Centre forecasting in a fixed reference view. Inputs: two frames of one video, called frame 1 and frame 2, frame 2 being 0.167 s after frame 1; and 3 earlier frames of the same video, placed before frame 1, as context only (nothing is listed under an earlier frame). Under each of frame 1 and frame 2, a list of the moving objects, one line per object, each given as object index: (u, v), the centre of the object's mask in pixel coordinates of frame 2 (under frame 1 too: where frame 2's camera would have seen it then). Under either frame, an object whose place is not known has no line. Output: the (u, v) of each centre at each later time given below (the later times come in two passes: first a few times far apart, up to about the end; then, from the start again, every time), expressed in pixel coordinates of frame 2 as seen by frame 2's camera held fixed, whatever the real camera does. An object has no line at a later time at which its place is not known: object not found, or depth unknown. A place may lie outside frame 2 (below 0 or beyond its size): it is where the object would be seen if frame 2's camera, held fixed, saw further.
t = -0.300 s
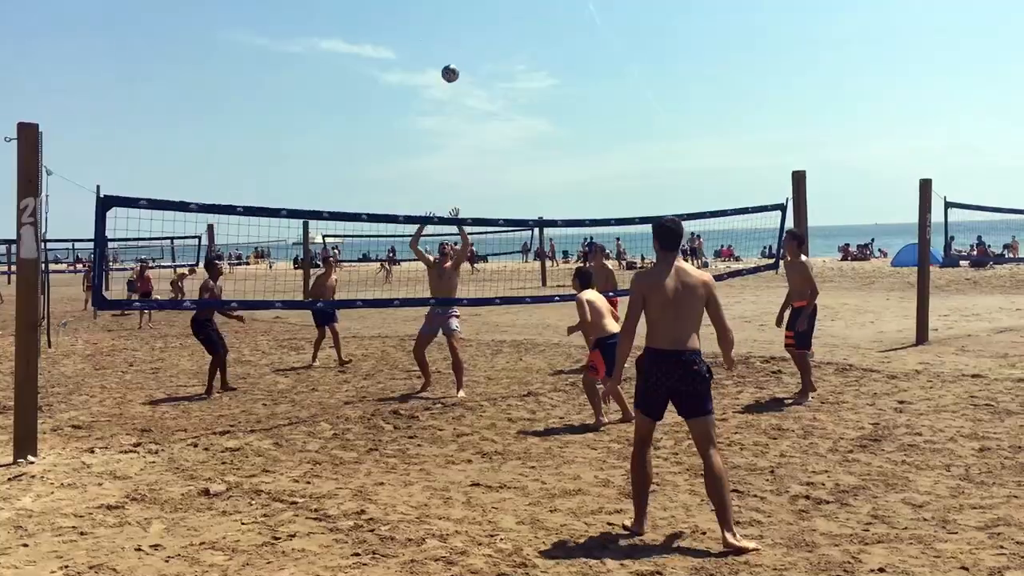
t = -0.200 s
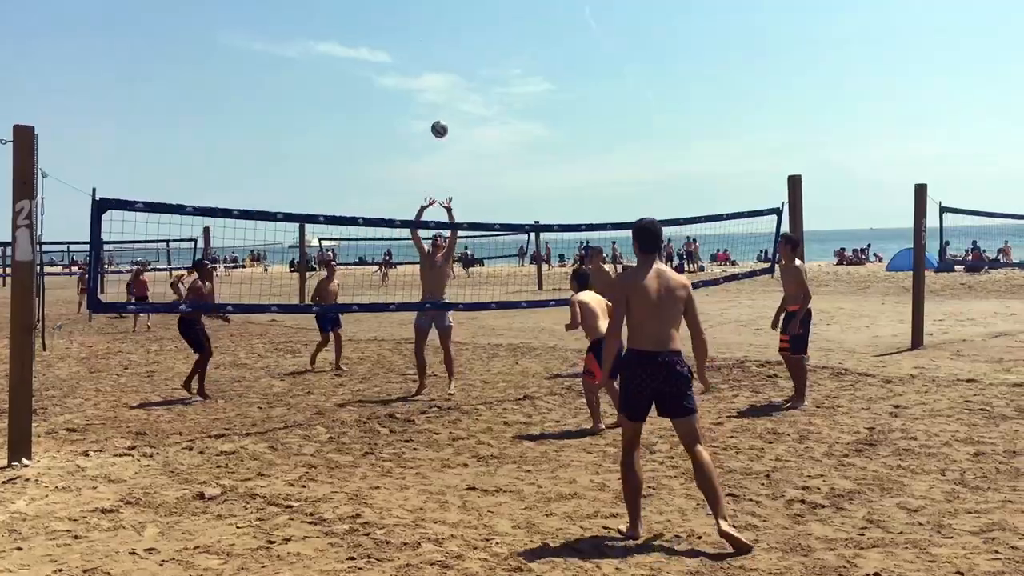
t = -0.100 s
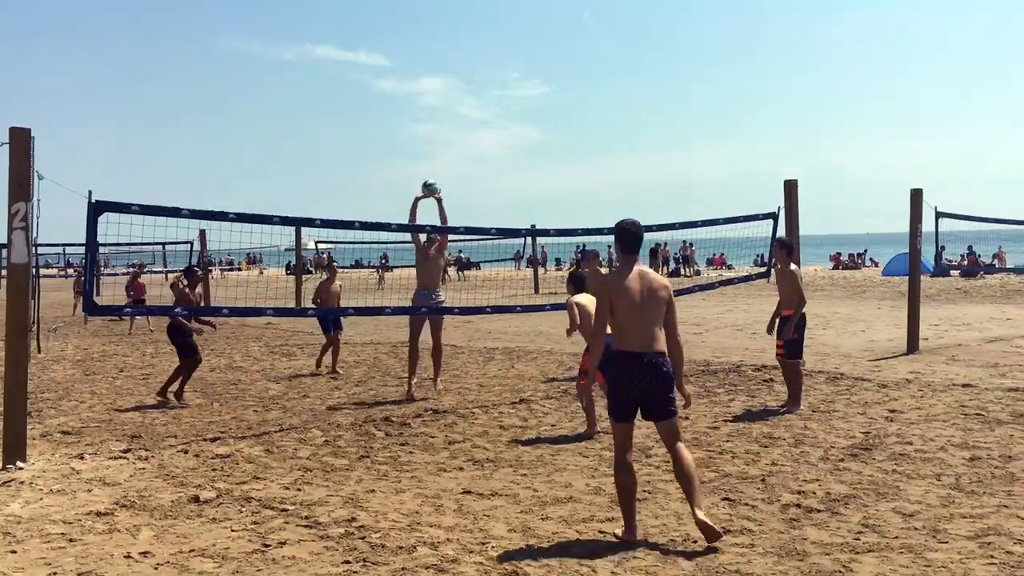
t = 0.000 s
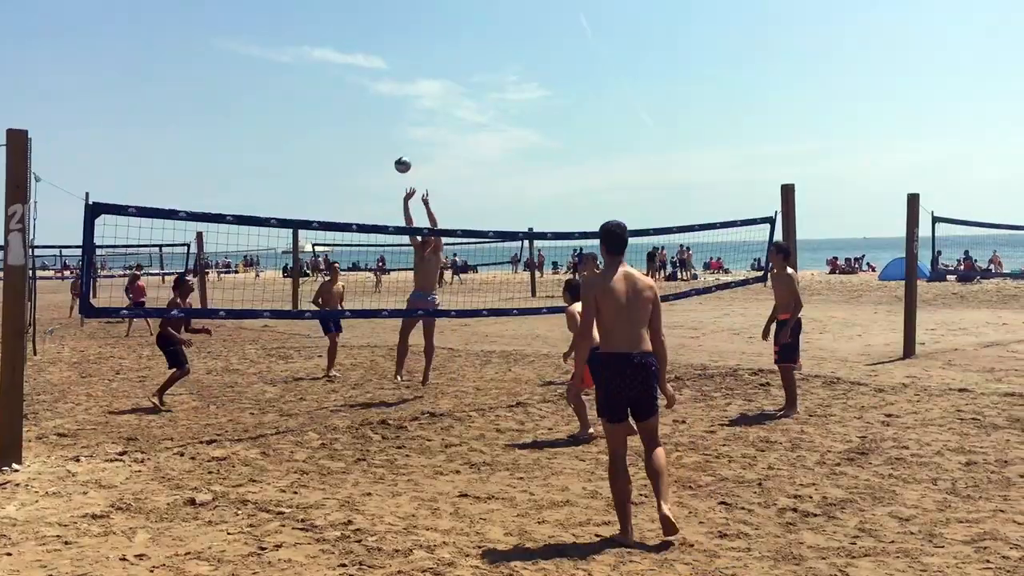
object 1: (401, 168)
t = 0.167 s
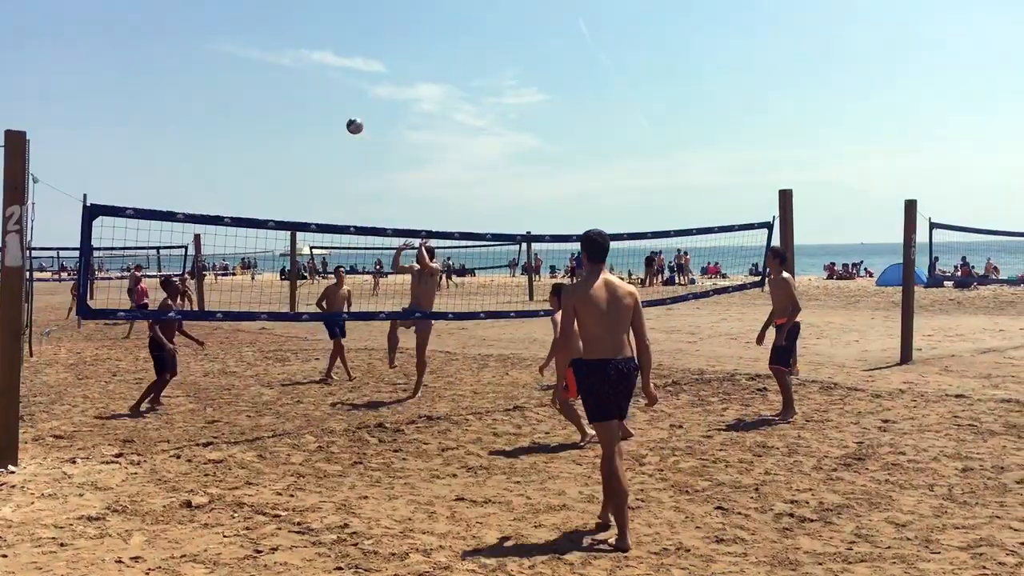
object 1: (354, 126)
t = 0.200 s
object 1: (345, 120)
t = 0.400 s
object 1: (292, 105)
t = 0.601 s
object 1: (241, 121)
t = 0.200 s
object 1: (345, 120)
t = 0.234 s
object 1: (336, 115)
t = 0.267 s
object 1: (327, 111)
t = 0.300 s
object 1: (318, 108)
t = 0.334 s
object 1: (310, 106)
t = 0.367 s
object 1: (301, 105)
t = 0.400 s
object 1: (292, 105)
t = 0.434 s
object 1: (283, 105)
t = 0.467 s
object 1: (275, 107)
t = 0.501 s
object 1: (266, 109)
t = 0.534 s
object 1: (258, 112)
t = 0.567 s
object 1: (249, 116)
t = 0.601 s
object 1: (241, 121)
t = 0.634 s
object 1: (232, 126)
